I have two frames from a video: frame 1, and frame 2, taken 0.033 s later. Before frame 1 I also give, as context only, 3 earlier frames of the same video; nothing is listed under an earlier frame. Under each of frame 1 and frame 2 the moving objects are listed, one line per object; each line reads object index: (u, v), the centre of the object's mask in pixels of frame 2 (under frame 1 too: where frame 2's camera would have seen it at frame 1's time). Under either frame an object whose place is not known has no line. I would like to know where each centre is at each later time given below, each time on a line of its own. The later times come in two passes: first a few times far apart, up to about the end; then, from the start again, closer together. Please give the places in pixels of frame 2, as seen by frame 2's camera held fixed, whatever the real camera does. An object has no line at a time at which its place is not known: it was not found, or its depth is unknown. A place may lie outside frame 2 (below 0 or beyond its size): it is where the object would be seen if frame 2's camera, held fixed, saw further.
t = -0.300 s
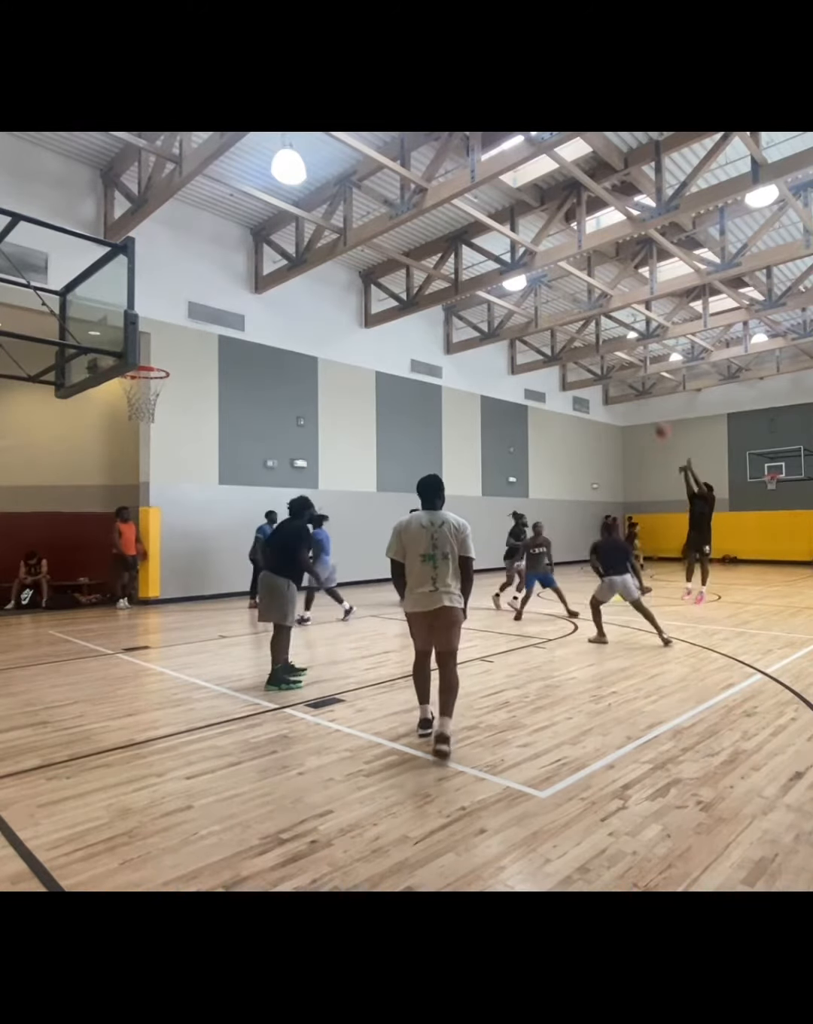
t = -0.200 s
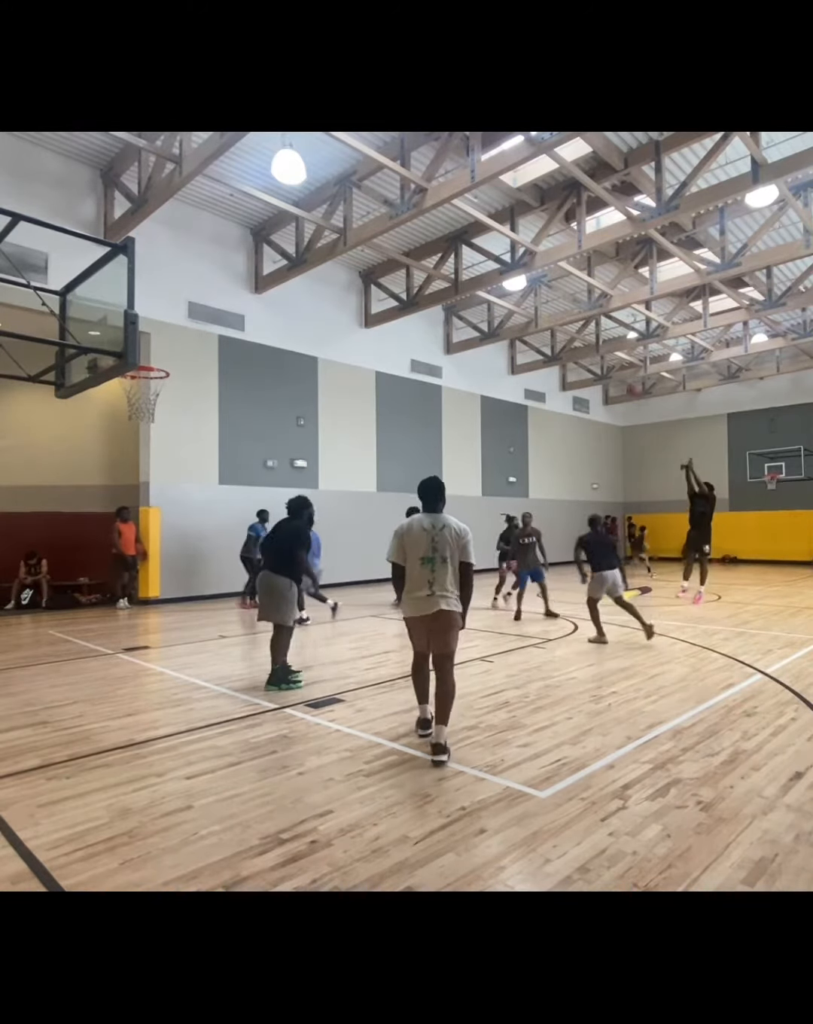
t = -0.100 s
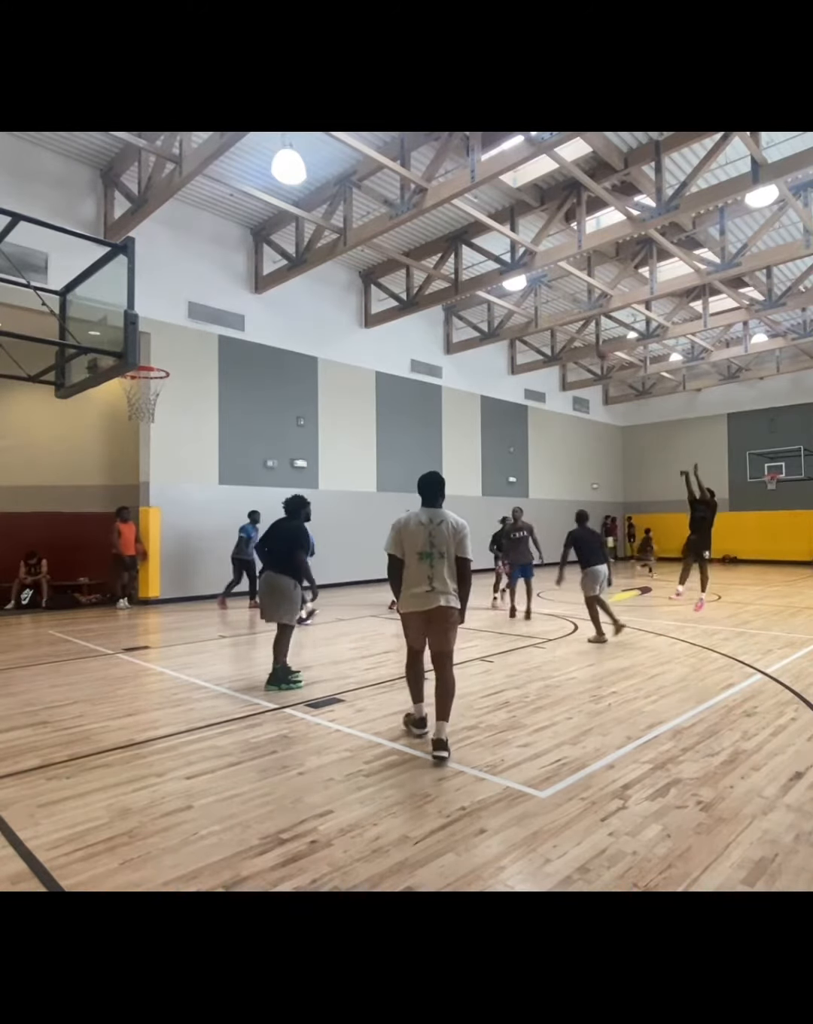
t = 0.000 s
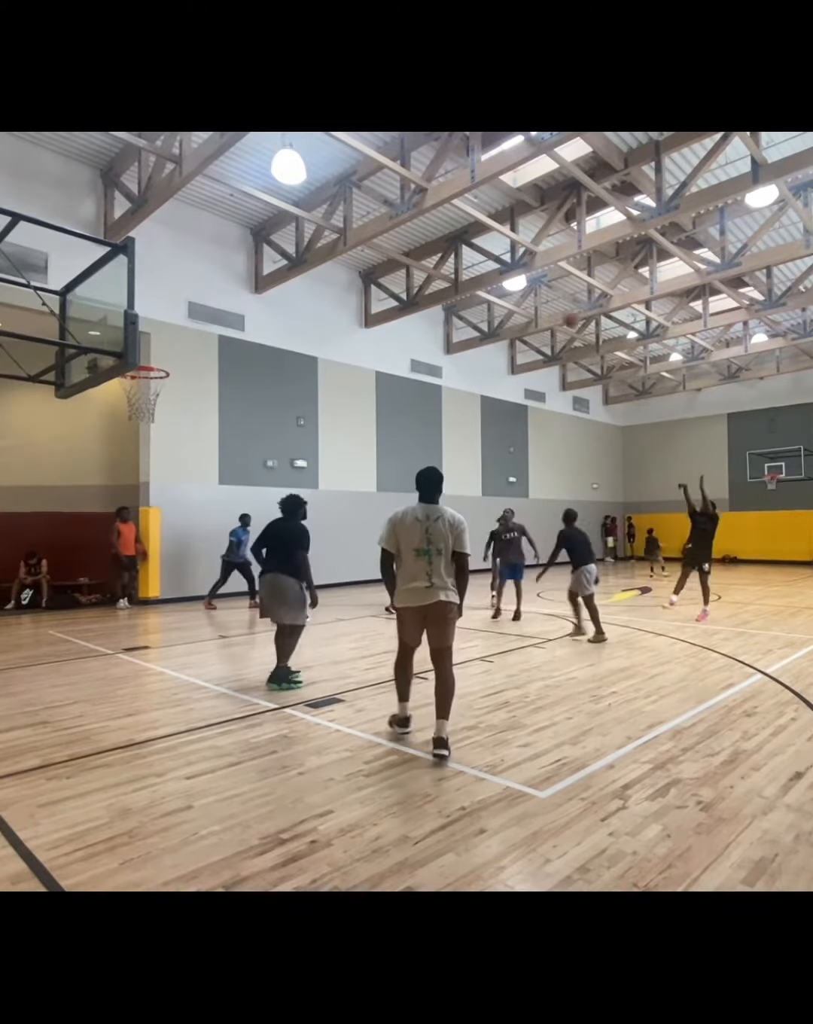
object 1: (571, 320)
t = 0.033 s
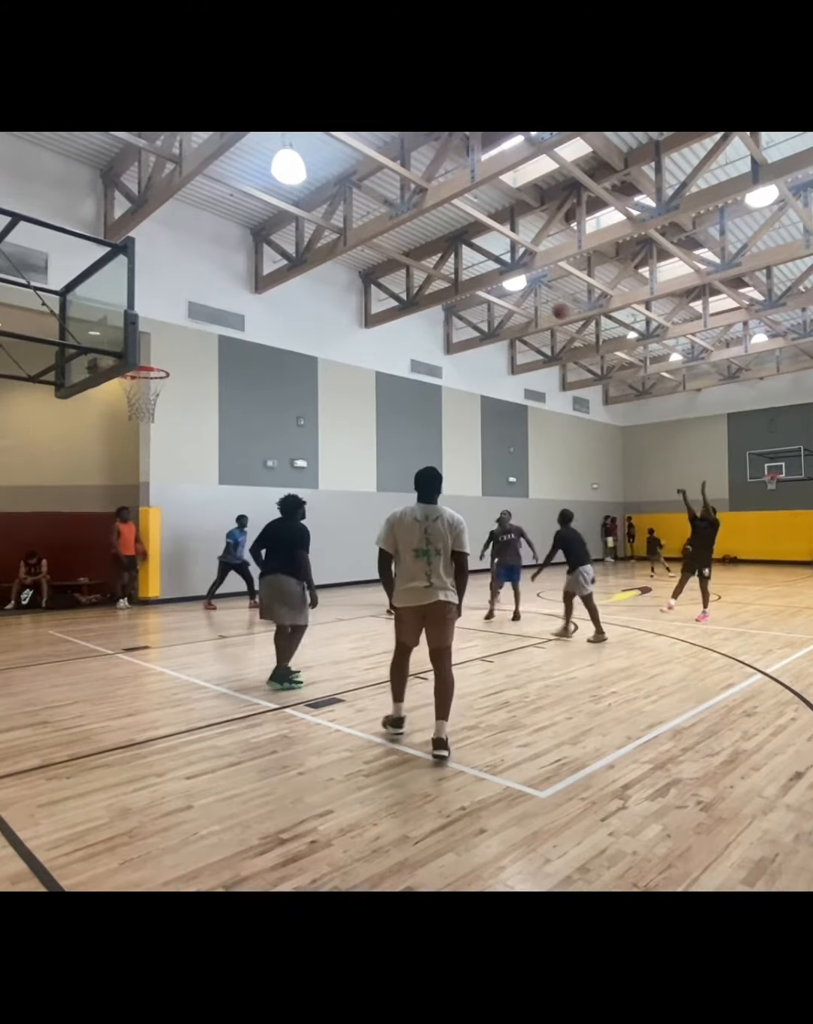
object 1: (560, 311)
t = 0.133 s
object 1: (528, 286)
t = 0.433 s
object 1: (412, 246)
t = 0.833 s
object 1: (224, 304)
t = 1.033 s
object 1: (124, 392)
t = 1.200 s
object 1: (117, 443)
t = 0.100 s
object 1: (538, 294)
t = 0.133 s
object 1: (528, 286)
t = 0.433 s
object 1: (412, 246)
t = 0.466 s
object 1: (399, 245)
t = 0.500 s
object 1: (384, 246)
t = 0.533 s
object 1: (370, 247)
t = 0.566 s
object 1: (356, 249)
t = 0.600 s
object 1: (340, 252)
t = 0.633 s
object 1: (323, 257)
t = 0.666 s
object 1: (309, 261)
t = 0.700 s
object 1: (292, 267)
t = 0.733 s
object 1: (275, 275)
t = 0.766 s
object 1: (257, 284)
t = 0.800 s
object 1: (241, 293)
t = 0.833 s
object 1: (224, 304)
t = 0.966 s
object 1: (152, 357)
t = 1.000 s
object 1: (132, 378)
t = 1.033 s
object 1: (124, 392)
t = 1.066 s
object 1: (121, 401)
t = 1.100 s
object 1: (120, 409)
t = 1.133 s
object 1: (119, 419)
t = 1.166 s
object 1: (118, 430)
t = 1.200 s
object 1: (117, 443)
